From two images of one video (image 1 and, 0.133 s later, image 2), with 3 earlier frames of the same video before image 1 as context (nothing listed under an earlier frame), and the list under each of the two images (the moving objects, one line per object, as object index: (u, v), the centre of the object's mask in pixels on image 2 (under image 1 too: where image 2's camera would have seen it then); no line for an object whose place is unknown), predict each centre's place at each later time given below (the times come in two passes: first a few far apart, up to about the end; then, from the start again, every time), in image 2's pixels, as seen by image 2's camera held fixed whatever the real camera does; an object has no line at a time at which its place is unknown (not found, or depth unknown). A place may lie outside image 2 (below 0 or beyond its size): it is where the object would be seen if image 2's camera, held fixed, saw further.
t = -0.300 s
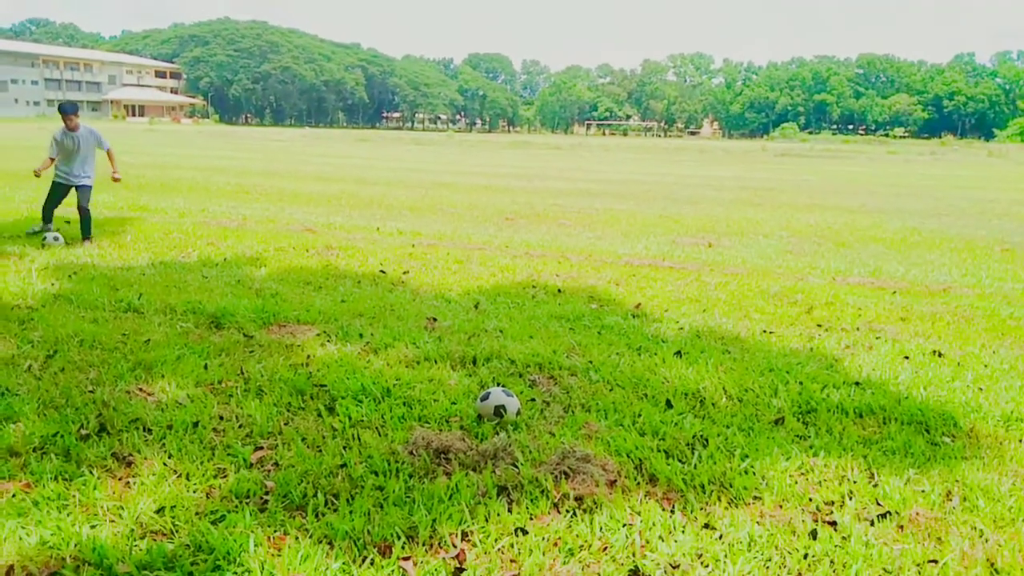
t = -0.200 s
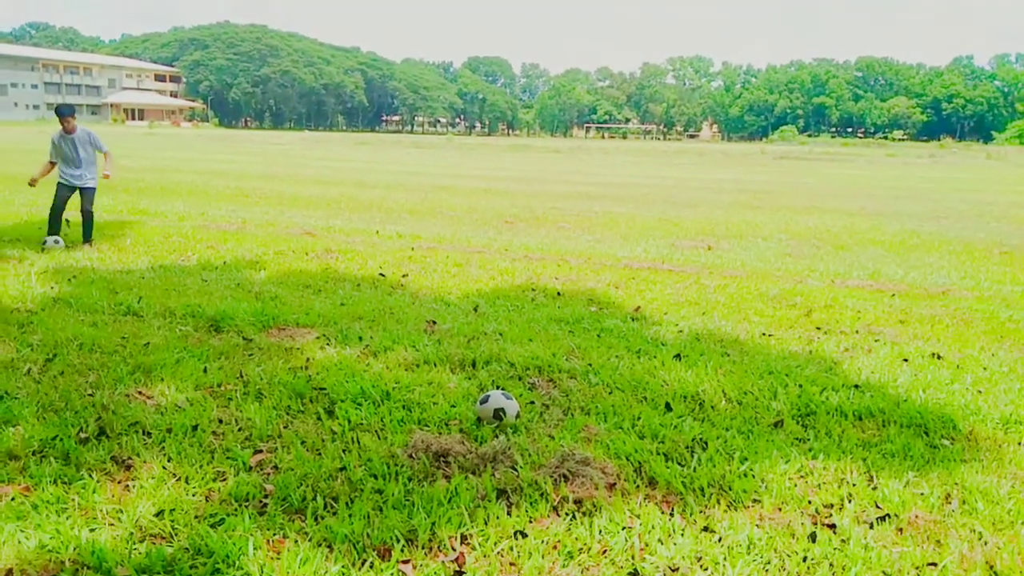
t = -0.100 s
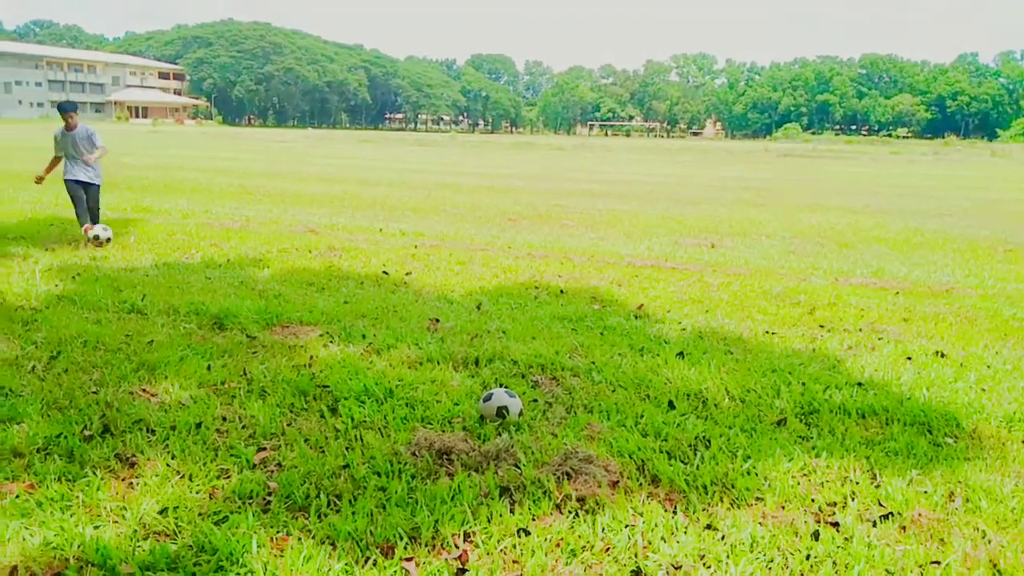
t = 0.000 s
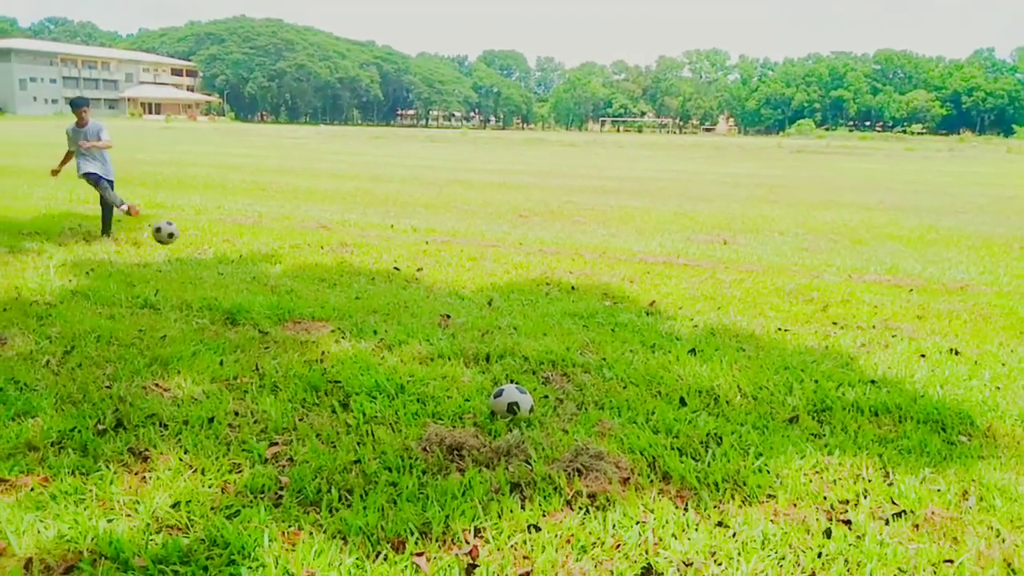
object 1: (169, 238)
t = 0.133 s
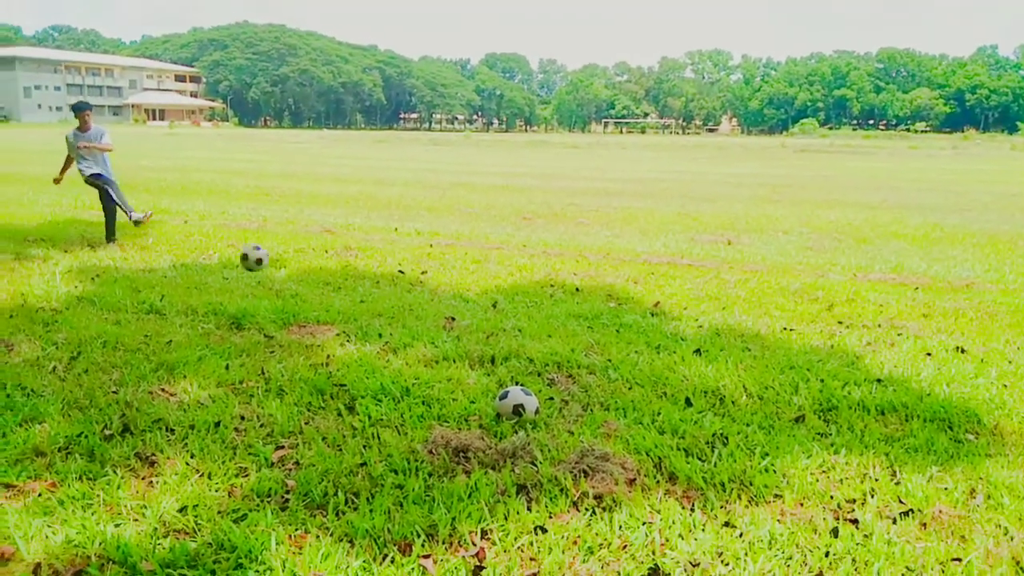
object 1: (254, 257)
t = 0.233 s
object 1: (331, 291)
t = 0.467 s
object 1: (463, 323)
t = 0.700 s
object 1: (559, 356)
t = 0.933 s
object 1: (667, 378)
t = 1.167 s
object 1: (778, 420)
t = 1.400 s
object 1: (876, 432)
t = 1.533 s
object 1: (913, 448)
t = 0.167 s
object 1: (278, 267)
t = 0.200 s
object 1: (304, 278)
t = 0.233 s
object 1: (331, 291)
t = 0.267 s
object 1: (358, 306)
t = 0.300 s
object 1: (388, 317)
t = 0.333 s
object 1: (411, 324)
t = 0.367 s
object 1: (426, 325)
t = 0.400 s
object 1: (440, 324)
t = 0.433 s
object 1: (451, 324)
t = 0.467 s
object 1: (463, 323)
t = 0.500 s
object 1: (476, 321)
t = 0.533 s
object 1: (489, 322)
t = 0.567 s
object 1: (502, 324)
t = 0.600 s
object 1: (516, 329)
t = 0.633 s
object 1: (530, 335)
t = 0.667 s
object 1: (545, 344)
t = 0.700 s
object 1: (559, 356)
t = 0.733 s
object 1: (575, 366)
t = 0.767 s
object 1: (591, 373)
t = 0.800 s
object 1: (607, 379)
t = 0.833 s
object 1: (623, 382)
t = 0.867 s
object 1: (638, 380)
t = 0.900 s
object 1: (652, 379)
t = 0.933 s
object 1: (667, 378)
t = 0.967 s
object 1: (682, 379)
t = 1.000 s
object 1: (697, 382)
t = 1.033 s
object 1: (713, 388)
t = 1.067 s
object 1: (728, 396)
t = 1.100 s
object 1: (744, 406)
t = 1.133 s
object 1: (760, 415)
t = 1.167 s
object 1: (778, 420)
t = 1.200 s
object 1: (792, 420)
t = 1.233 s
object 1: (806, 420)
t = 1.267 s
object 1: (820, 420)
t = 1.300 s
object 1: (834, 420)
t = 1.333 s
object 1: (848, 421)
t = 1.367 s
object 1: (862, 425)
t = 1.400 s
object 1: (876, 432)
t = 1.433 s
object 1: (891, 439)
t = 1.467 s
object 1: (899, 443)
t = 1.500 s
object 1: (906, 446)
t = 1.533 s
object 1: (913, 448)
